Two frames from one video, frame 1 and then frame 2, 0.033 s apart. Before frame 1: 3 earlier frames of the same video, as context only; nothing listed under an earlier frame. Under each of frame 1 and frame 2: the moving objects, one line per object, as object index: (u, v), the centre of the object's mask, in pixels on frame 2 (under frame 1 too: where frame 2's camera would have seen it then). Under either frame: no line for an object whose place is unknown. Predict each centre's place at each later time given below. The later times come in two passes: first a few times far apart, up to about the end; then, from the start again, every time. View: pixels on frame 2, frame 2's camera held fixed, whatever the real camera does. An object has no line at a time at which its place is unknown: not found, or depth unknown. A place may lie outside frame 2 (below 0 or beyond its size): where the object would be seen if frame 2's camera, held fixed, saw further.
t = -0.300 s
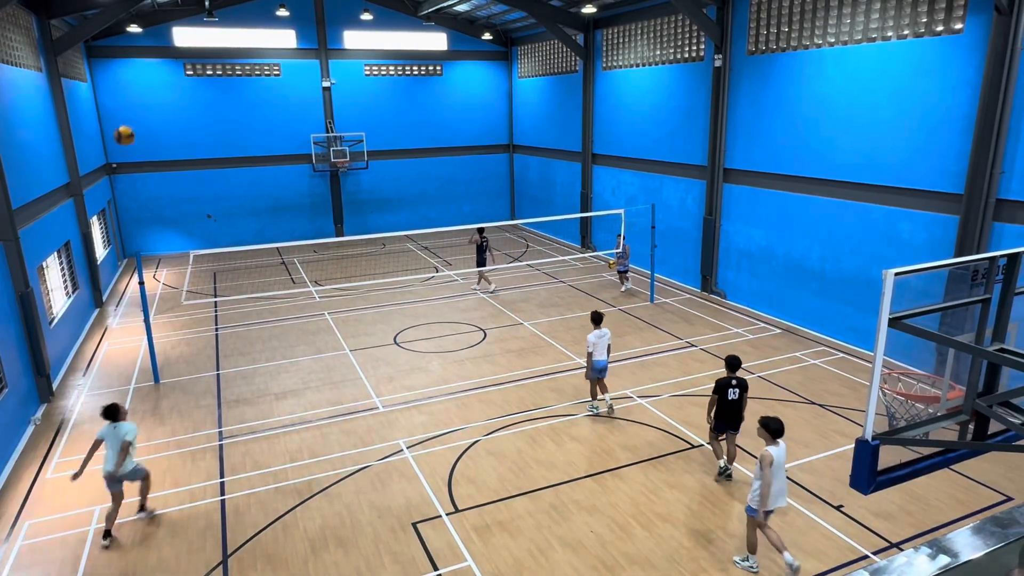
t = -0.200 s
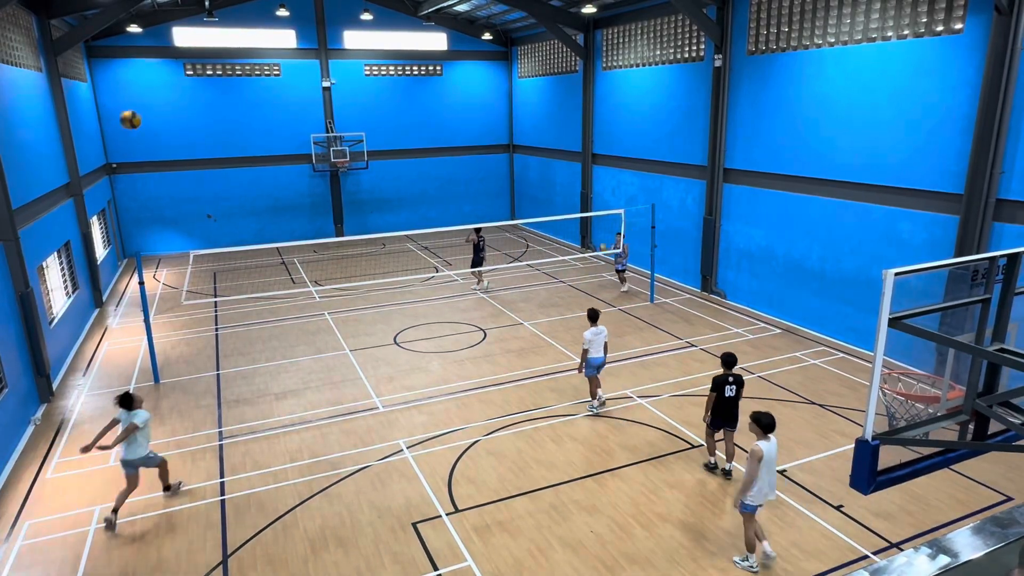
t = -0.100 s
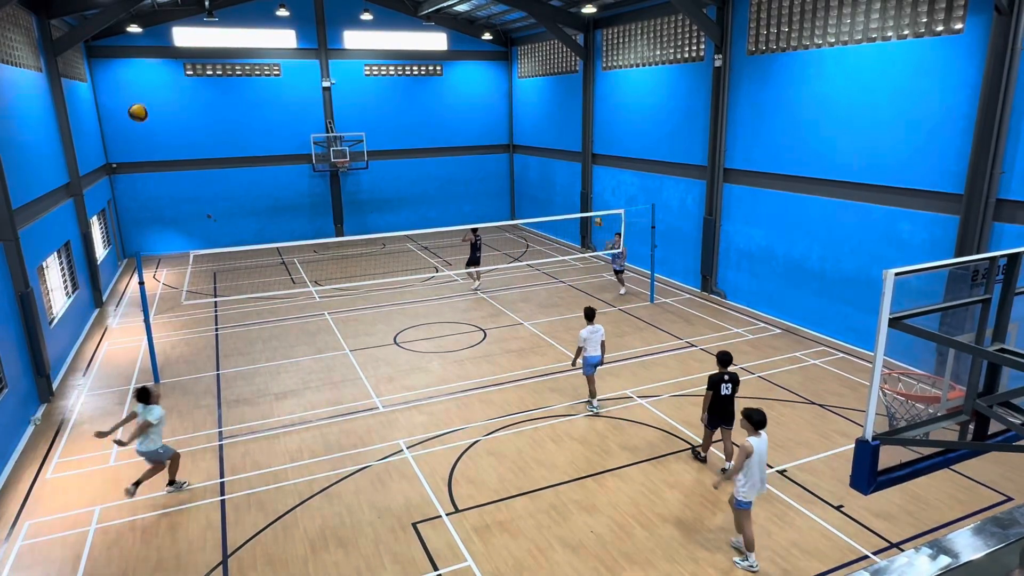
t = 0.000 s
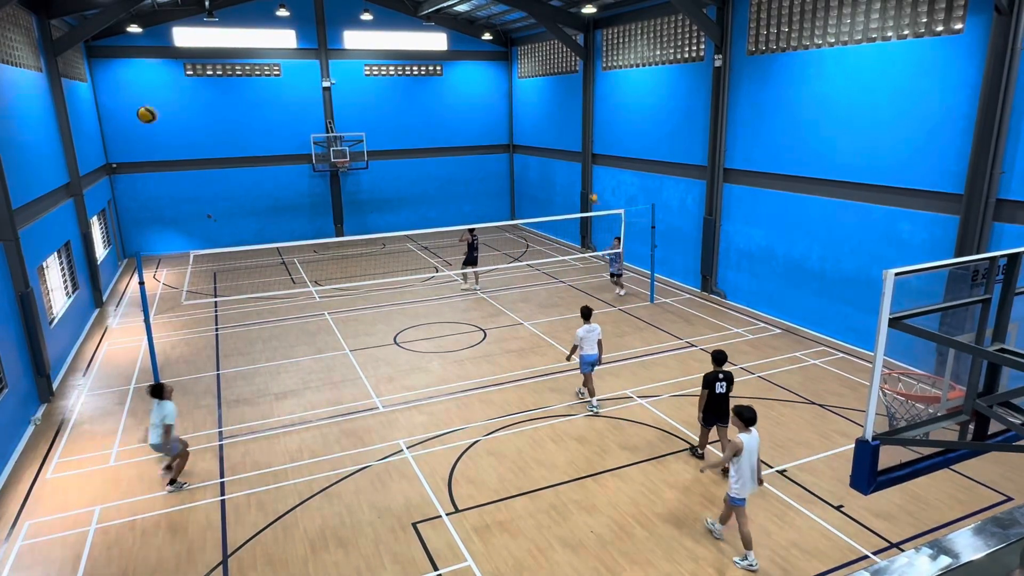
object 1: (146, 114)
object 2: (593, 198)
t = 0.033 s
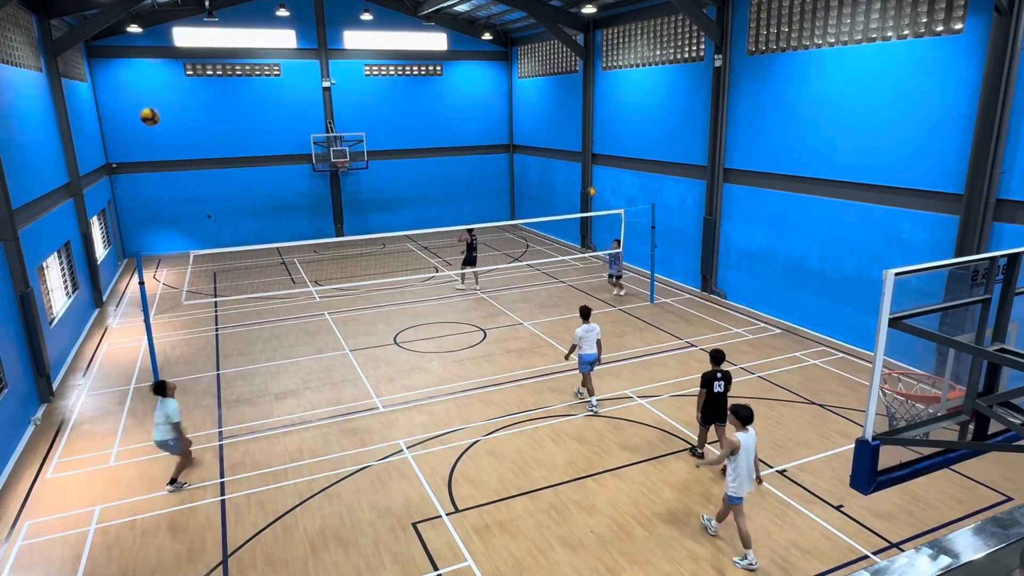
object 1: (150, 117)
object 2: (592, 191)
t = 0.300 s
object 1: (176, 163)
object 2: (578, 149)
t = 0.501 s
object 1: (199, 226)
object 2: (567, 137)
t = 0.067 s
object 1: (153, 120)
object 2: (591, 184)
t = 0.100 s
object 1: (156, 124)
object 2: (588, 178)
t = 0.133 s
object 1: (160, 128)
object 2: (587, 172)
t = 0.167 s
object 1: (163, 134)
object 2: (585, 166)
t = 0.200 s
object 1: (166, 140)
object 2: (583, 162)
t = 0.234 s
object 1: (170, 147)
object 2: (581, 157)
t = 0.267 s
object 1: (172, 154)
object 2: (580, 153)
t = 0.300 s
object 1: (176, 163)
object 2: (578, 149)
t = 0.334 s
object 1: (180, 172)
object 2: (577, 146)
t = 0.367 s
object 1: (184, 182)
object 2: (575, 143)
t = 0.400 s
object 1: (188, 192)
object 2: (573, 140)
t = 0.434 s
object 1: (191, 202)
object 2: (571, 139)
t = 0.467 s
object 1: (196, 213)
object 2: (569, 137)
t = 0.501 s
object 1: (199, 226)
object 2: (567, 137)
